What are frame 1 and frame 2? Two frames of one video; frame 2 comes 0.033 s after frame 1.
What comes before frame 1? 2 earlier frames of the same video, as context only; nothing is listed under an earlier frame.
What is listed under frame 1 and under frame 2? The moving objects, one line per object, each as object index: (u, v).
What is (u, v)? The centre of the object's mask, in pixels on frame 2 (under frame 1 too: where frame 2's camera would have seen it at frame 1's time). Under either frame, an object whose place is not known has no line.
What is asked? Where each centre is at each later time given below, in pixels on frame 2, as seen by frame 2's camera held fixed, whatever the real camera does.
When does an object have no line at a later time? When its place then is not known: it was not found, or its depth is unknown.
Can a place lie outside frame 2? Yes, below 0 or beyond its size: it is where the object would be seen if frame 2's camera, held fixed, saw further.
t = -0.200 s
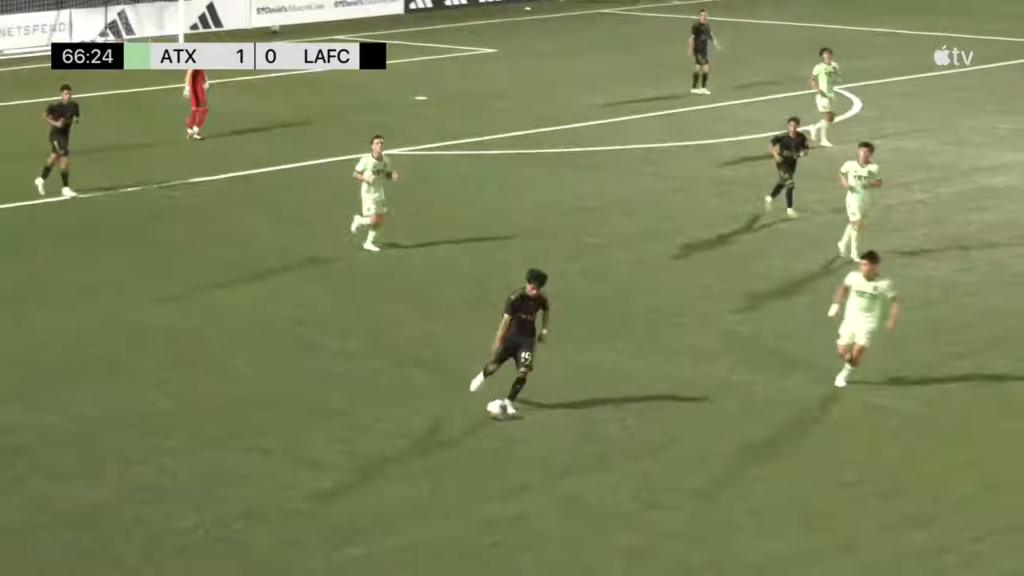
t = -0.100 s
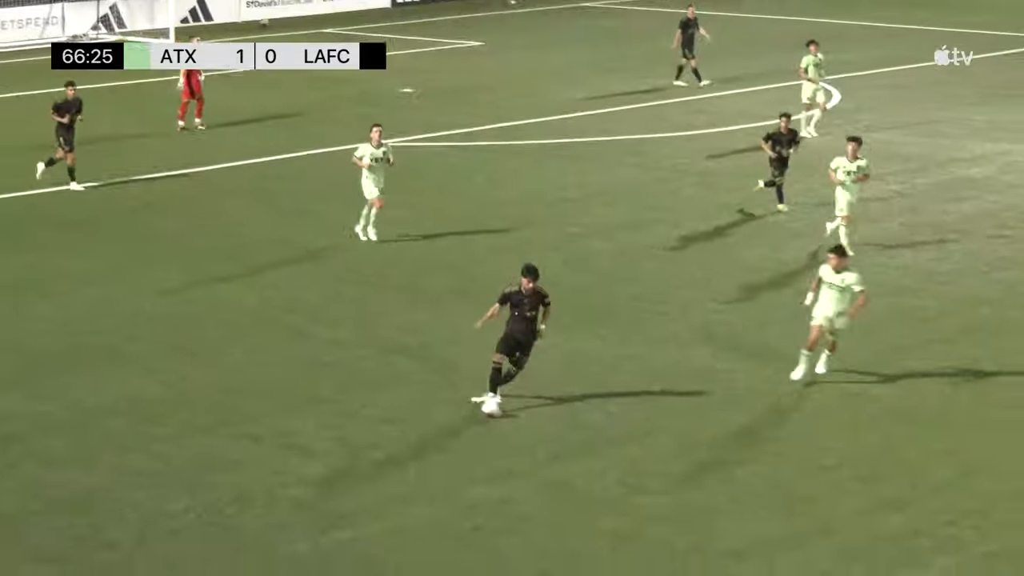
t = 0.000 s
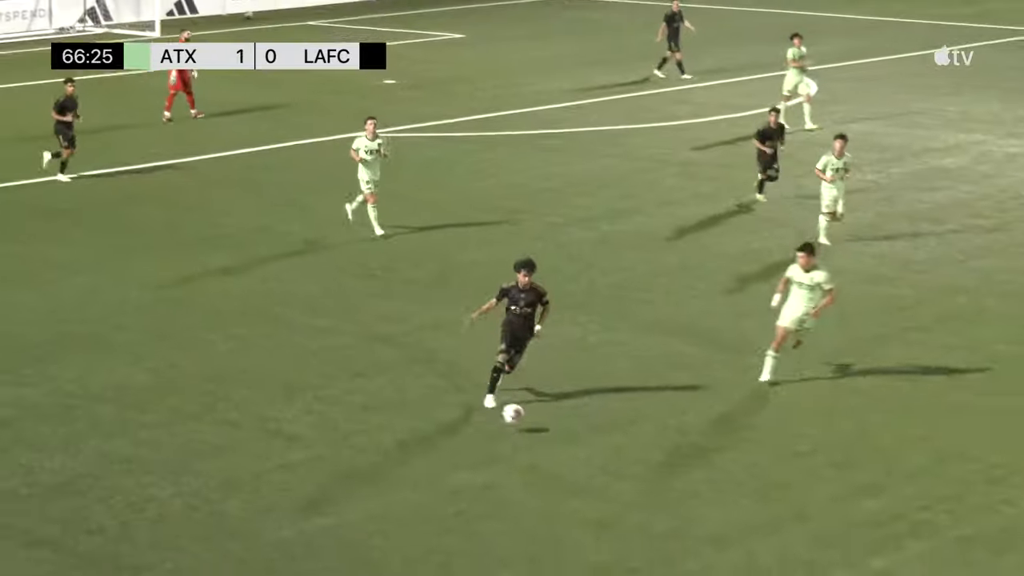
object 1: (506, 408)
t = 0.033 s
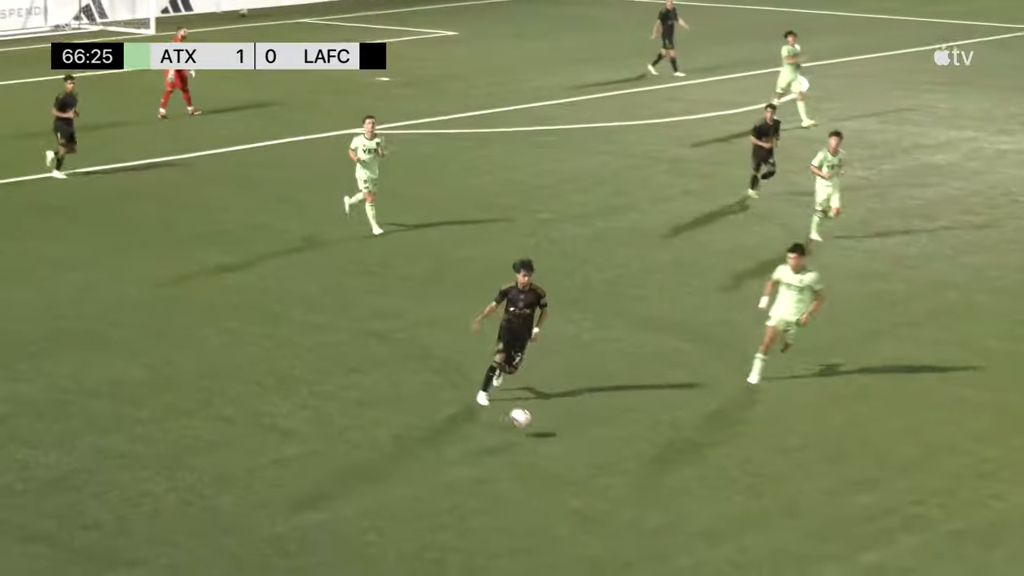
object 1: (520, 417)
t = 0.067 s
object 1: (533, 429)
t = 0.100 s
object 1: (547, 440)
